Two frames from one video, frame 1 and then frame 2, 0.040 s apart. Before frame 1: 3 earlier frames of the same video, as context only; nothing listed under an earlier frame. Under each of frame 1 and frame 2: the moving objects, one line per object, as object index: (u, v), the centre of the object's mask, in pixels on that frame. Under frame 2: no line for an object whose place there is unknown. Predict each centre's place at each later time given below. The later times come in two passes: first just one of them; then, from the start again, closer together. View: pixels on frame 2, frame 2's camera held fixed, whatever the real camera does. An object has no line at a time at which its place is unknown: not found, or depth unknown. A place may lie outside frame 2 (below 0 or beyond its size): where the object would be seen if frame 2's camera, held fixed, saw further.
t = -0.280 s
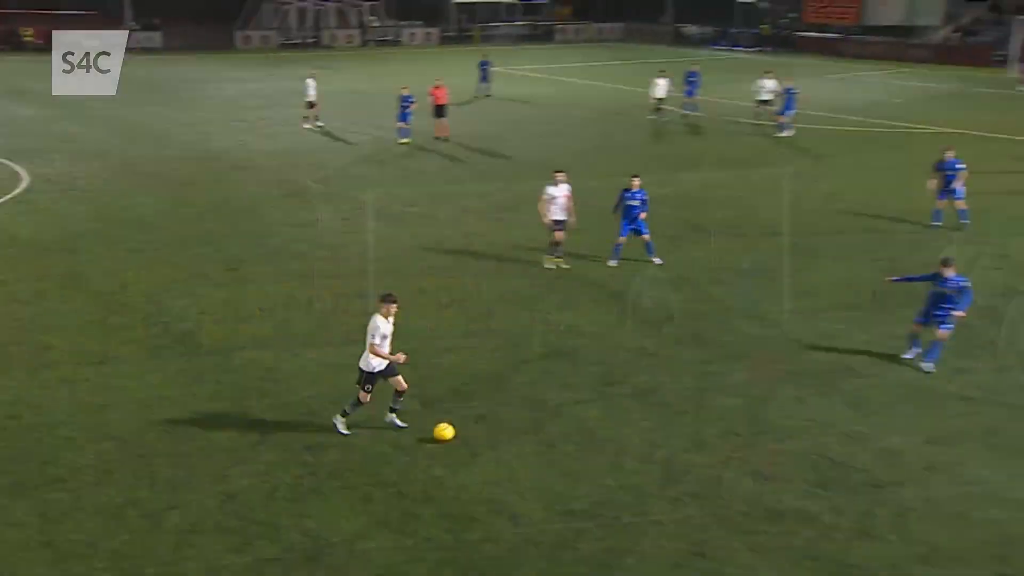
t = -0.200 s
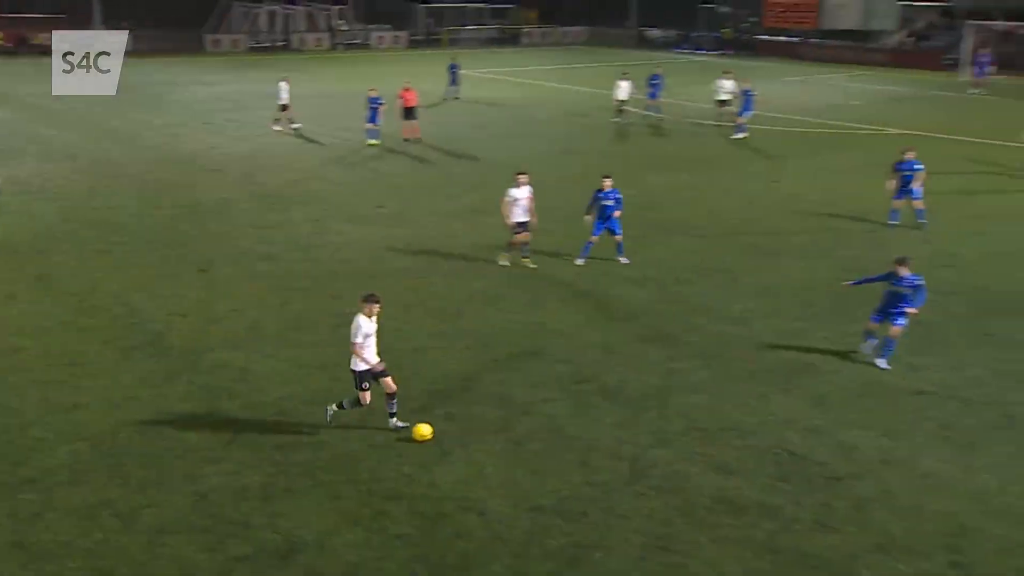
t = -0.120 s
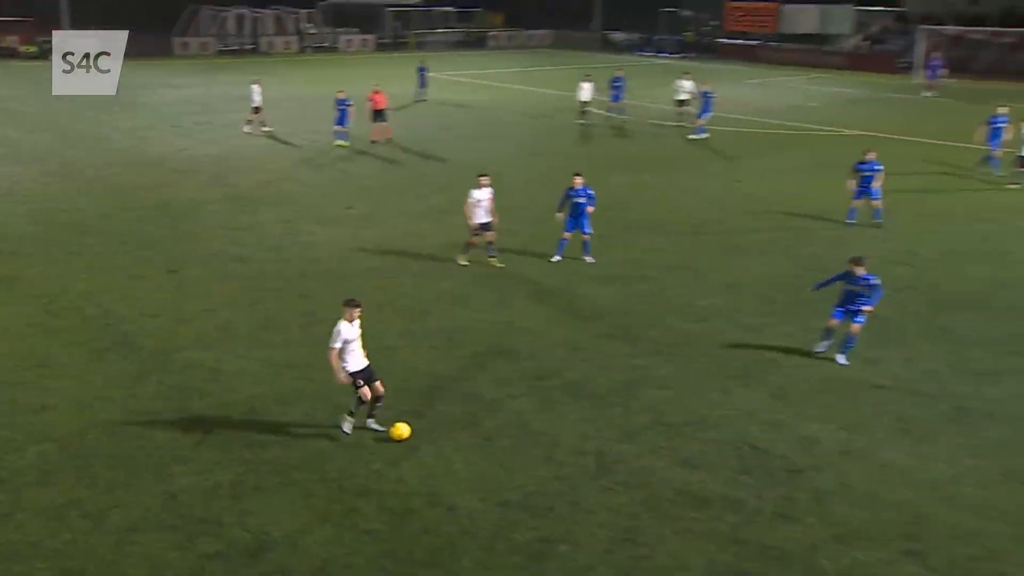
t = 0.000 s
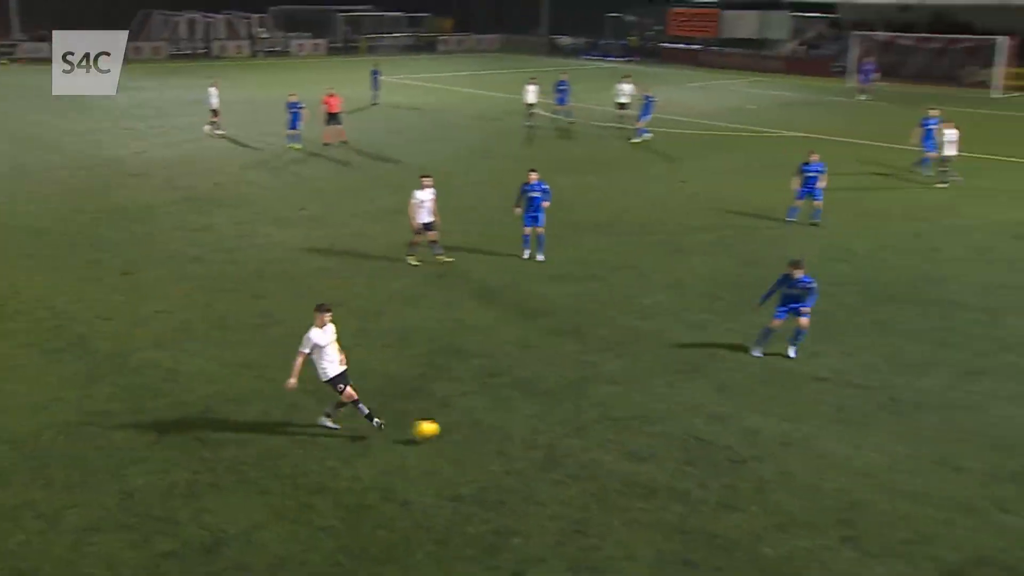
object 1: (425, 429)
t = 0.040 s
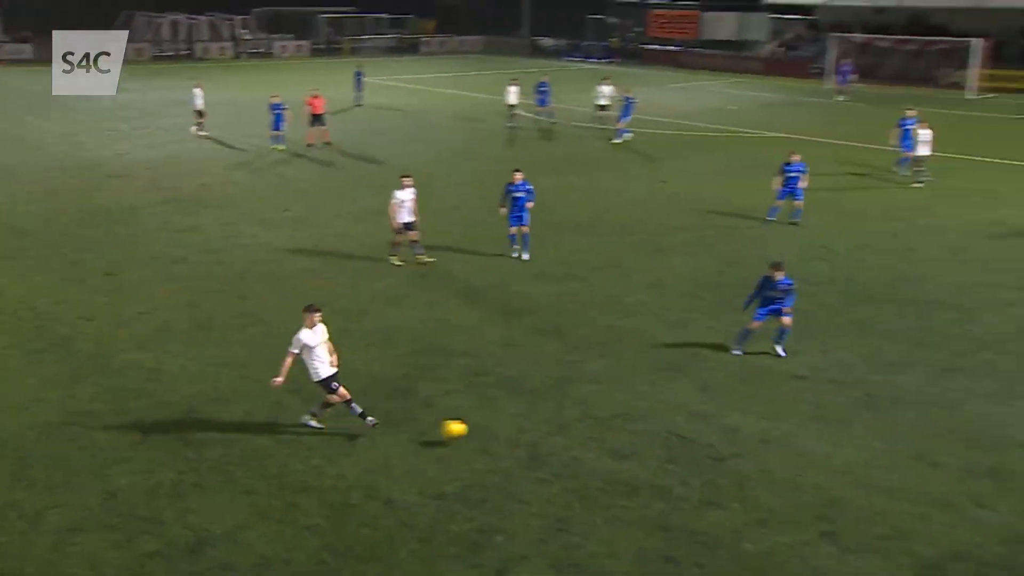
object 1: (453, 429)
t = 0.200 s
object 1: (633, 445)
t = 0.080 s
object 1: (498, 431)
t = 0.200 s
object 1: (633, 445)
